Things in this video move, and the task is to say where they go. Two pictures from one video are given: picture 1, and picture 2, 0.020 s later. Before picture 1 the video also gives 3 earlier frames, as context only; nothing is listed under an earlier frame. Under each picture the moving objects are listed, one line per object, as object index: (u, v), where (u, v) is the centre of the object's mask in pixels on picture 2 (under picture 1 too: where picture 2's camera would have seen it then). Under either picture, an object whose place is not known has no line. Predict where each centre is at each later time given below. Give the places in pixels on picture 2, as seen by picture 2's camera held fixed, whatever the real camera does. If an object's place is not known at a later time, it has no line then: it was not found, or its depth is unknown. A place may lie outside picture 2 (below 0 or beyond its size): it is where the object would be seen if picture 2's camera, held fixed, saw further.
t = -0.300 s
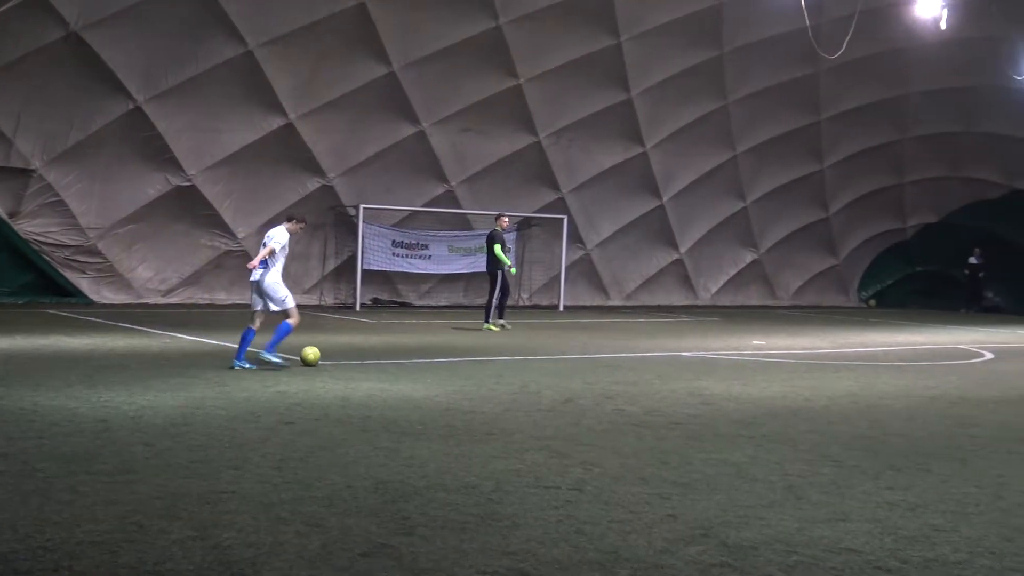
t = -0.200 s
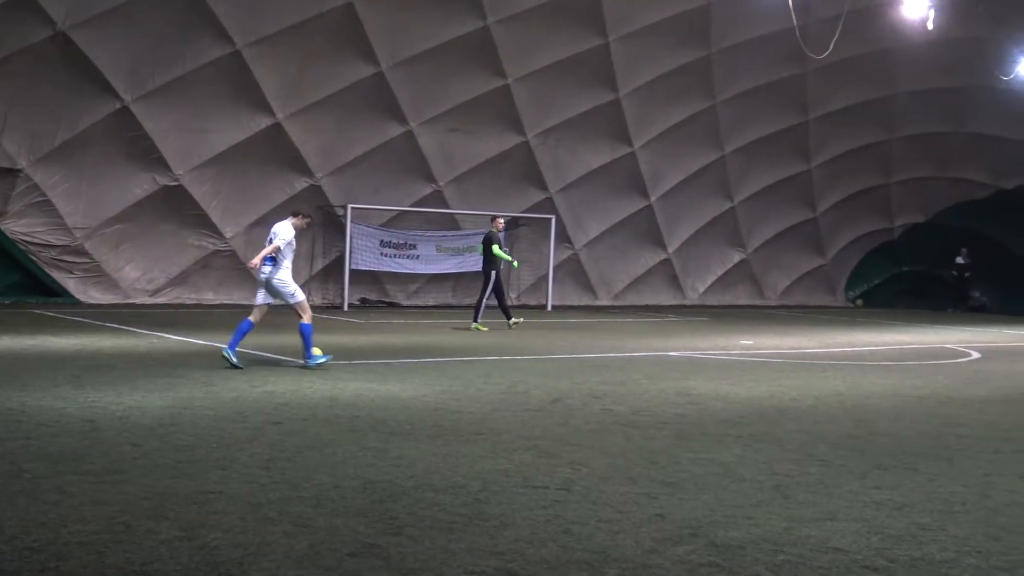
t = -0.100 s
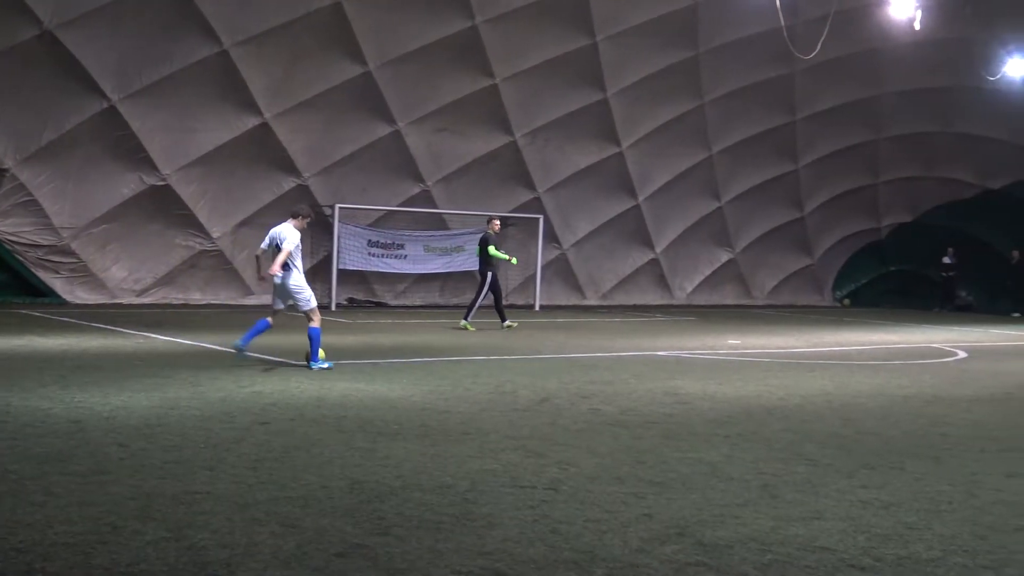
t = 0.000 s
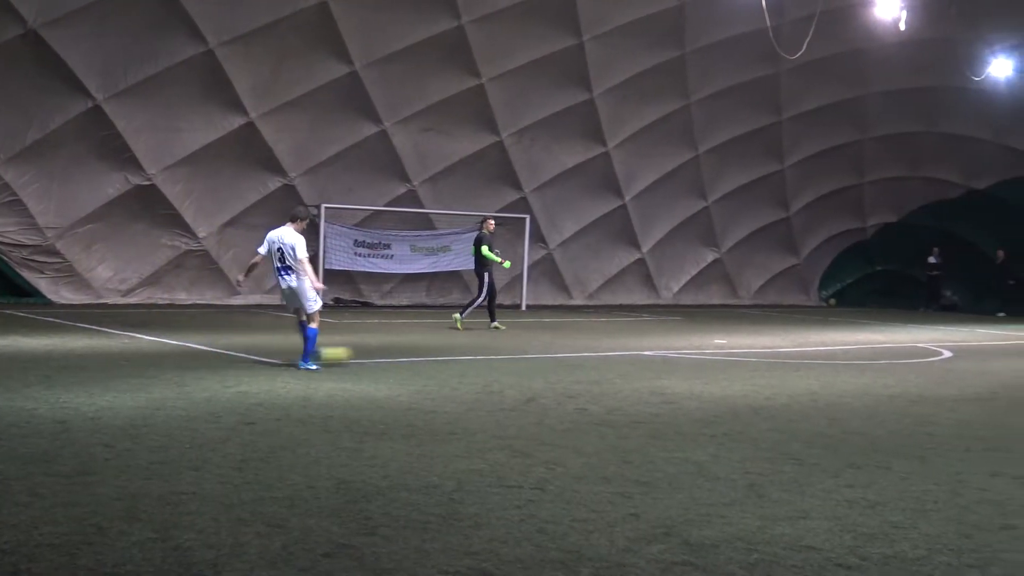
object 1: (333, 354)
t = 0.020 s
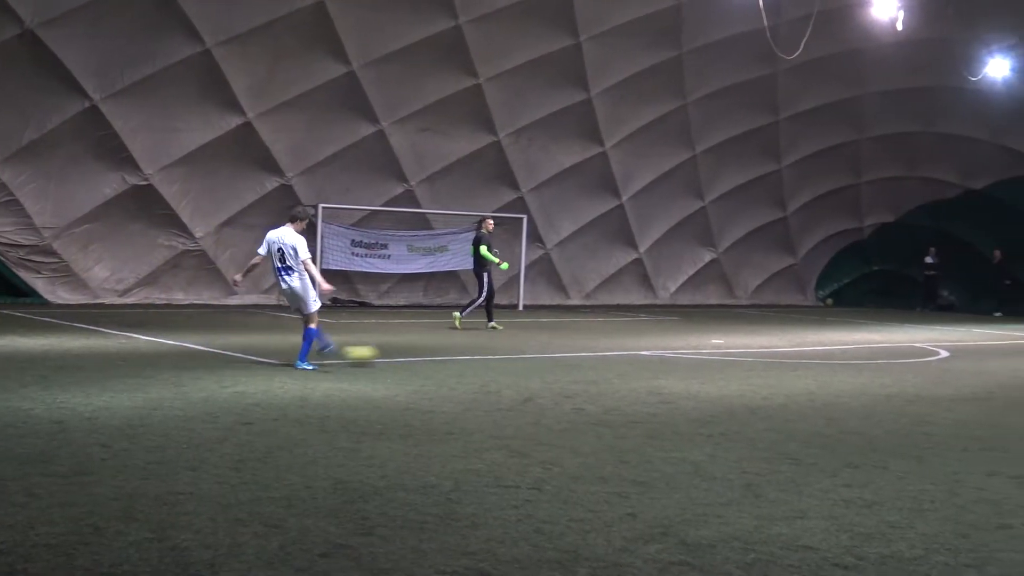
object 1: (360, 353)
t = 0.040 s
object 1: (387, 352)
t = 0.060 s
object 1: (415, 353)
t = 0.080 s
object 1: (442, 353)
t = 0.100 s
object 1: (468, 354)
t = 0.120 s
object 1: (494, 355)
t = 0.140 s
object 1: (520, 358)
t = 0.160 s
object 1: (544, 357)
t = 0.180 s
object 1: (566, 355)
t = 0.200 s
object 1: (588, 353)
